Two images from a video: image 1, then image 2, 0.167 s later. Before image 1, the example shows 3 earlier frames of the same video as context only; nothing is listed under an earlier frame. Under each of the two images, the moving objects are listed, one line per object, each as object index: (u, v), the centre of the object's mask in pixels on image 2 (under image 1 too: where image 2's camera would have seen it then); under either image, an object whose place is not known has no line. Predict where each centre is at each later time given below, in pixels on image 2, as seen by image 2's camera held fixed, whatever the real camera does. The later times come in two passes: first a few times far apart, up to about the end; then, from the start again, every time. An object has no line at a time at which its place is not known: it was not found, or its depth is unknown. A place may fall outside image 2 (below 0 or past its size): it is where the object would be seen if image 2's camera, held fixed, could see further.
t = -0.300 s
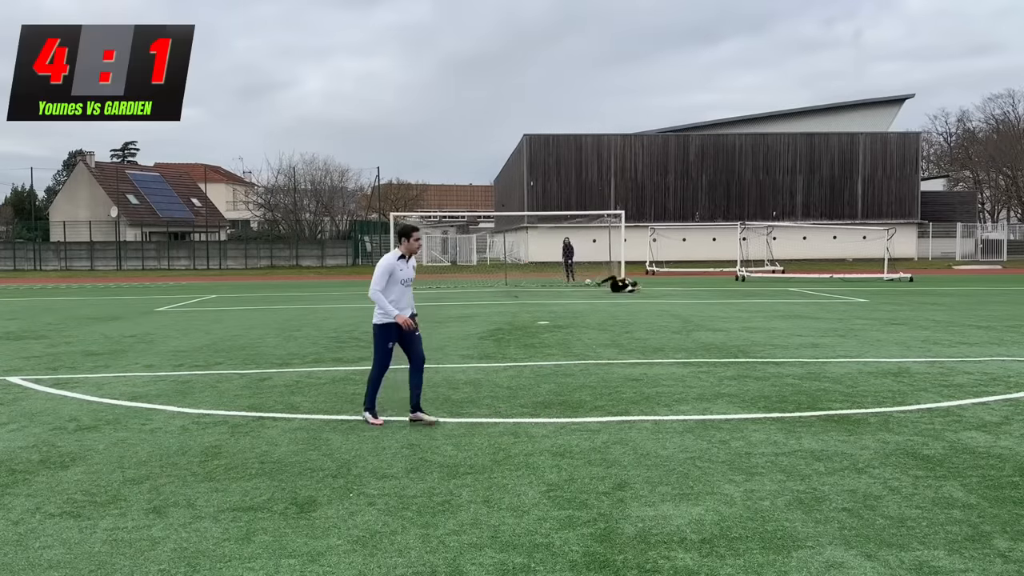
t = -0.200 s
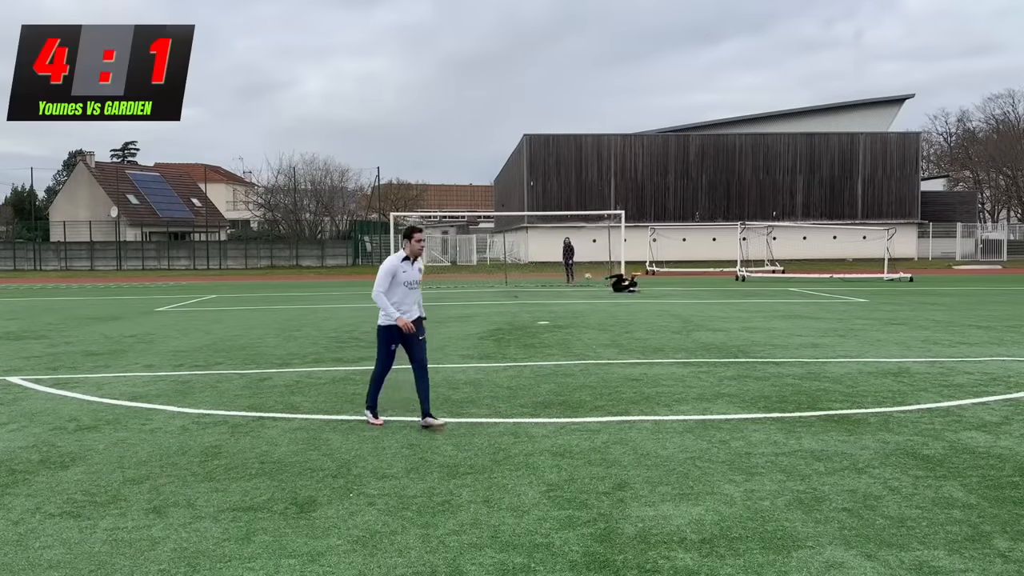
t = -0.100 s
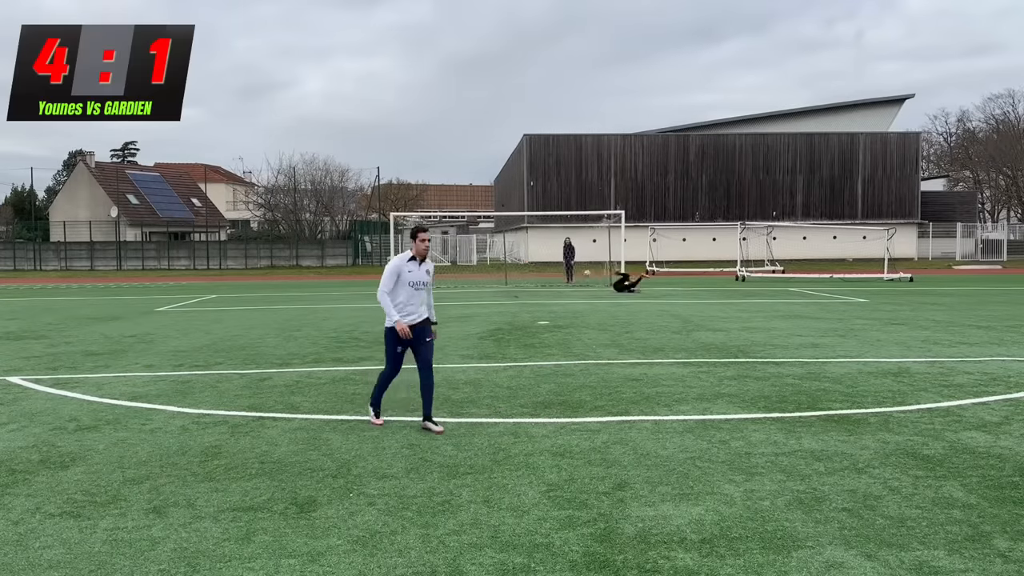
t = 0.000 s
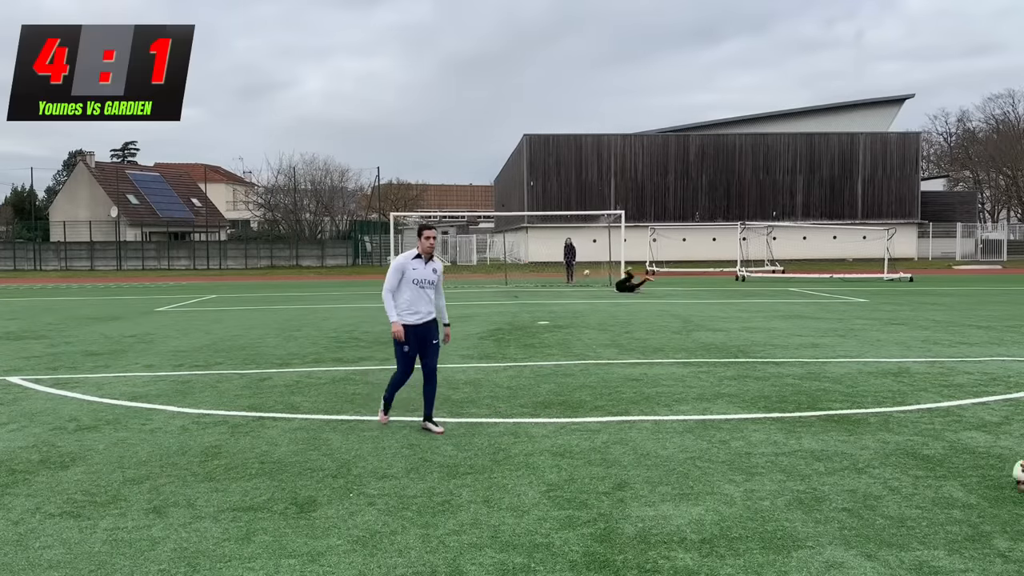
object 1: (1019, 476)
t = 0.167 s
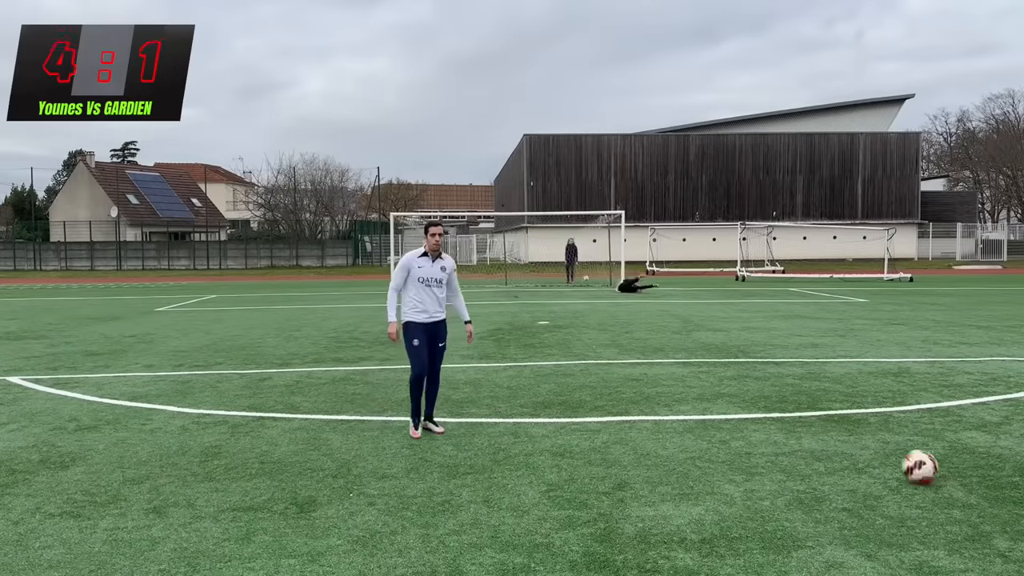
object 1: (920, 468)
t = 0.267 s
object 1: (870, 463)
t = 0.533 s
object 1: (761, 452)
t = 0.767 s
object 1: (681, 444)
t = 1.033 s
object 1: (603, 436)
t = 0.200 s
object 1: (903, 466)
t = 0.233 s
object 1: (885, 465)
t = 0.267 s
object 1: (870, 463)
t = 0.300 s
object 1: (855, 461)
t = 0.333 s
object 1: (841, 460)
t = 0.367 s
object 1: (828, 459)
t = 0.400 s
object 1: (813, 458)
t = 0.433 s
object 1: (801, 457)
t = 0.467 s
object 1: (788, 456)
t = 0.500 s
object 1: (776, 454)
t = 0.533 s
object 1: (761, 452)
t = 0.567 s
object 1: (750, 451)
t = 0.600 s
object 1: (738, 450)
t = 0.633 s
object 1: (726, 449)
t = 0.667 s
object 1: (714, 448)
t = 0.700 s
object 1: (702, 447)
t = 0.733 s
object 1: (692, 445)
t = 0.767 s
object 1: (681, 444)
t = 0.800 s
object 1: (671, 444)
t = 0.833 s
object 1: (662, 442)
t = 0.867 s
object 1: (650, 441)
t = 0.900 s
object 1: (640, 439)
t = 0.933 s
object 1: (630, 439)
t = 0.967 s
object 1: (621, 439)
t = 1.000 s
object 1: (613, 438)
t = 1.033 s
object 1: (603, 436)
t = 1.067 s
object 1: (595, 436)
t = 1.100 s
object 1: (586, 435)
